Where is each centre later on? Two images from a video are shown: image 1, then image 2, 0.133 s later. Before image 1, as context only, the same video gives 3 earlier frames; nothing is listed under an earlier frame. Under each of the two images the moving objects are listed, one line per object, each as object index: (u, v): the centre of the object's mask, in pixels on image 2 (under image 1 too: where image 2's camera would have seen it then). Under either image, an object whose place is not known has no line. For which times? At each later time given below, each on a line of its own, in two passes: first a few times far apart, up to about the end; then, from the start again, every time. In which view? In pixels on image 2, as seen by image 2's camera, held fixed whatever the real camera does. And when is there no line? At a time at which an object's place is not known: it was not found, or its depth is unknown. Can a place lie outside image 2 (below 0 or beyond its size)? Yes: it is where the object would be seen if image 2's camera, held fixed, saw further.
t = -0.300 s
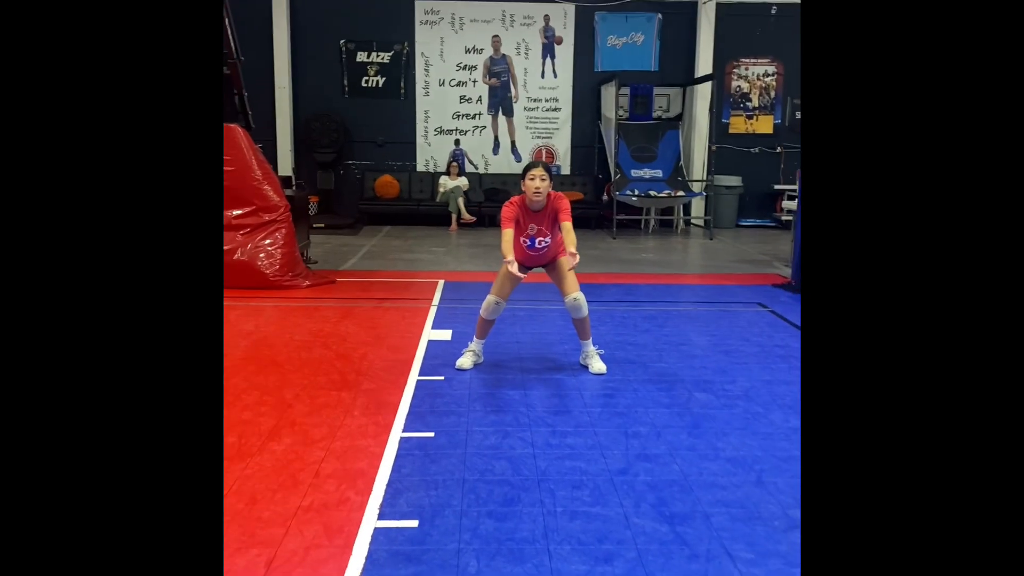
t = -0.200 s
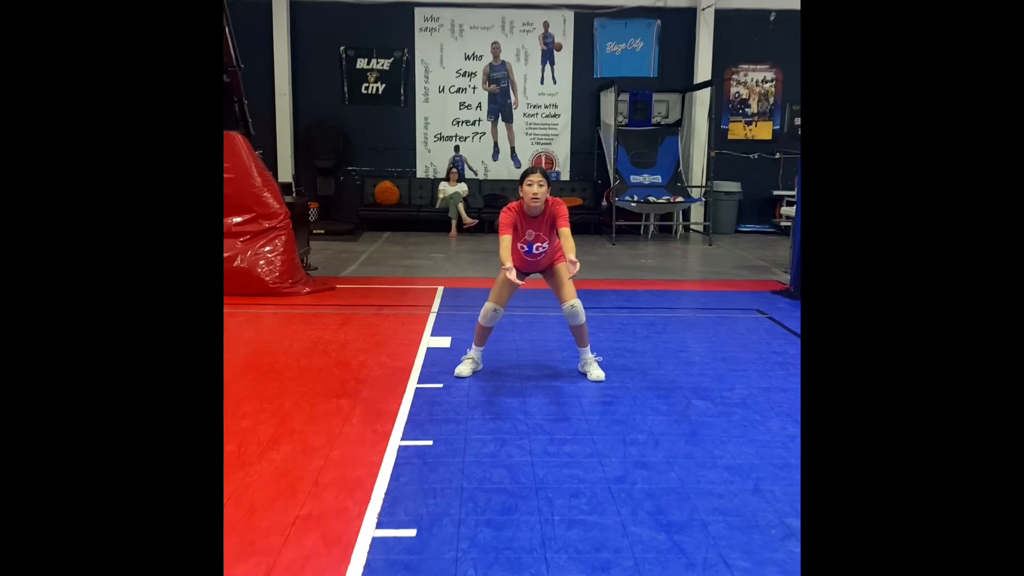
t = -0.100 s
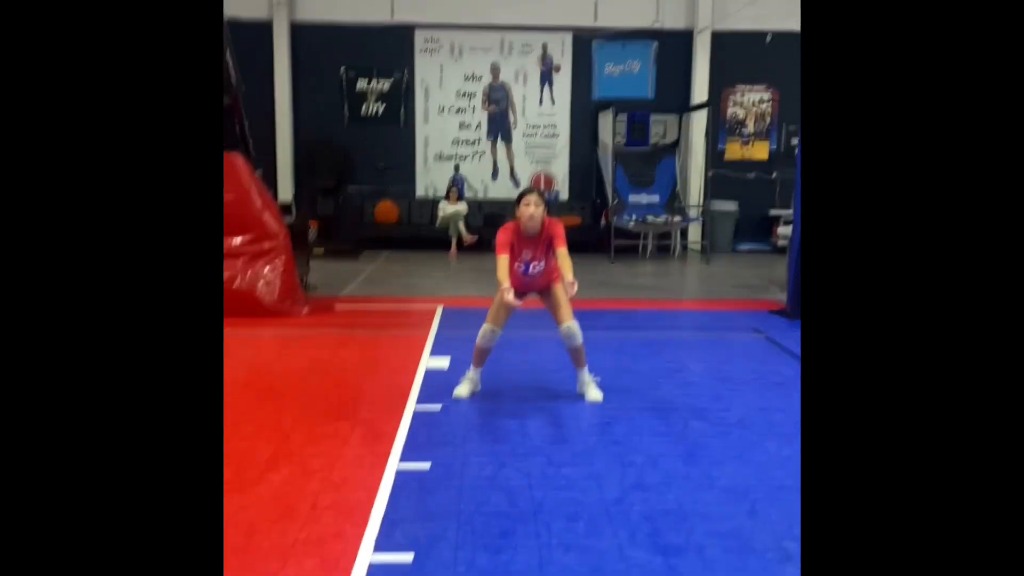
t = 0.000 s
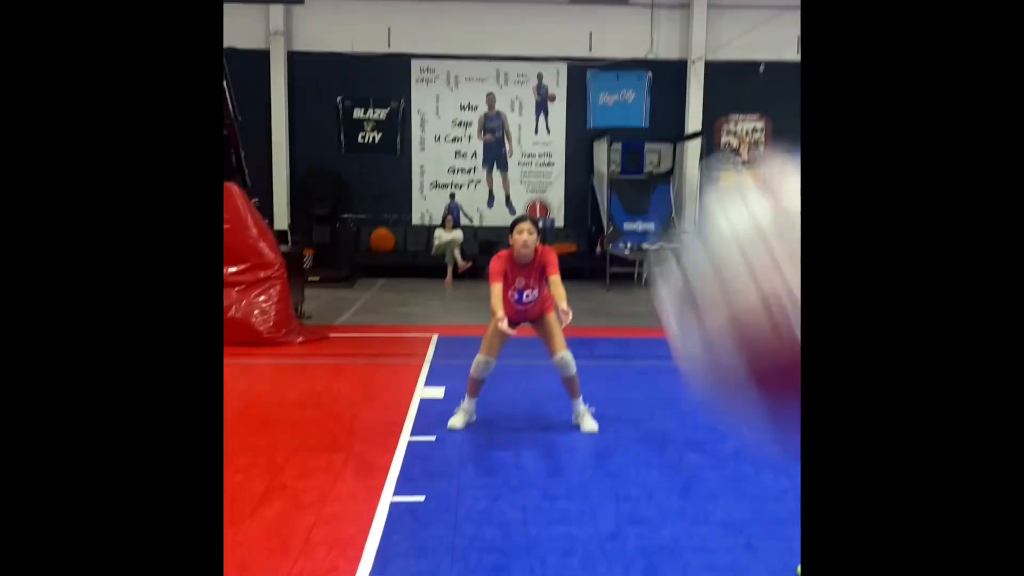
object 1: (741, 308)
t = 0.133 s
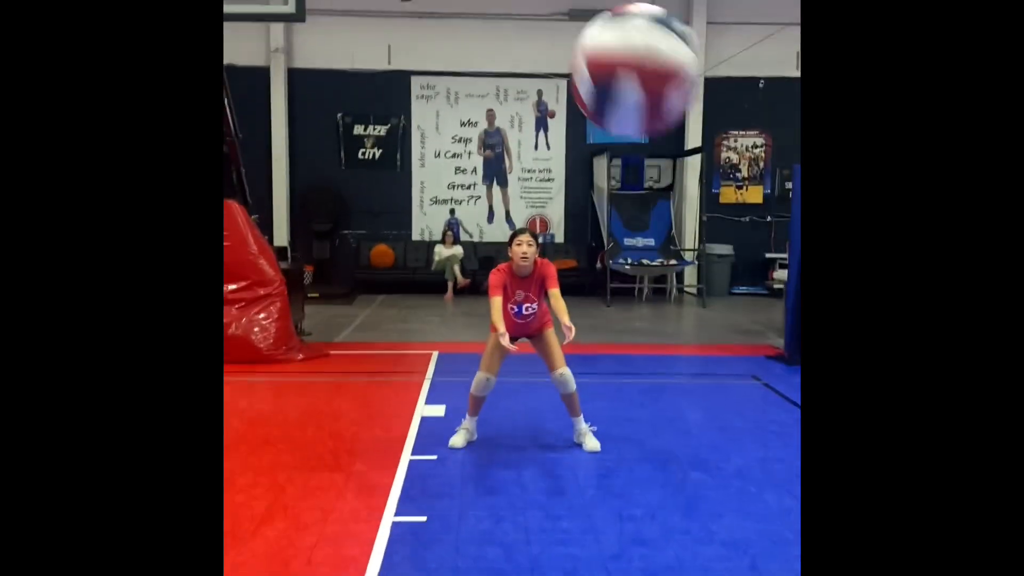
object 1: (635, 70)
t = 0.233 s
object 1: (596, 58)
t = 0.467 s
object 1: (553, 152)
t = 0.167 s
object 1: (620, 59)
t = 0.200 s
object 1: (607, 56)
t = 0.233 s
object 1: (596, 58)
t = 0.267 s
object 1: (587, 65)
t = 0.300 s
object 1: (580, 75)
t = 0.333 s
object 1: (572, 87)
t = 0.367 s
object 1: (566, 101)
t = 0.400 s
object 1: (562, 117)
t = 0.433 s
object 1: (557, 135)
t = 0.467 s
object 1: (553, 152)
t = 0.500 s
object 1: (550, 171)
